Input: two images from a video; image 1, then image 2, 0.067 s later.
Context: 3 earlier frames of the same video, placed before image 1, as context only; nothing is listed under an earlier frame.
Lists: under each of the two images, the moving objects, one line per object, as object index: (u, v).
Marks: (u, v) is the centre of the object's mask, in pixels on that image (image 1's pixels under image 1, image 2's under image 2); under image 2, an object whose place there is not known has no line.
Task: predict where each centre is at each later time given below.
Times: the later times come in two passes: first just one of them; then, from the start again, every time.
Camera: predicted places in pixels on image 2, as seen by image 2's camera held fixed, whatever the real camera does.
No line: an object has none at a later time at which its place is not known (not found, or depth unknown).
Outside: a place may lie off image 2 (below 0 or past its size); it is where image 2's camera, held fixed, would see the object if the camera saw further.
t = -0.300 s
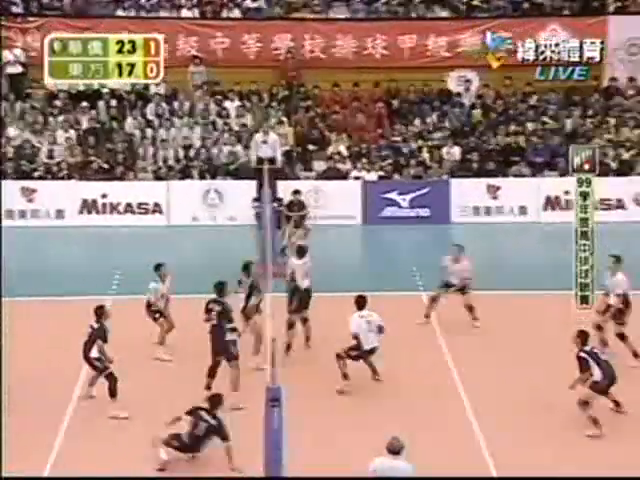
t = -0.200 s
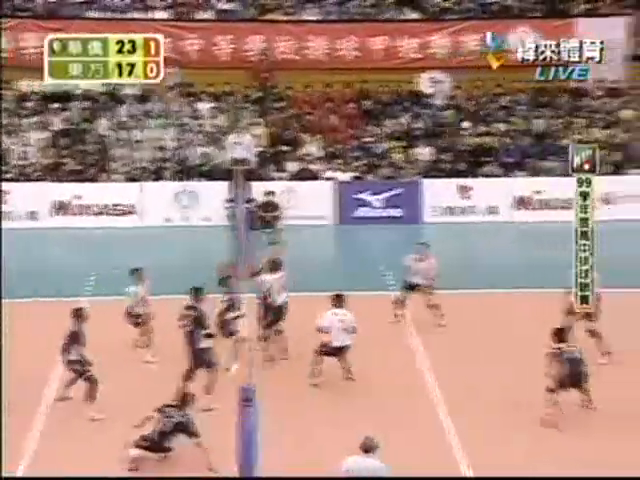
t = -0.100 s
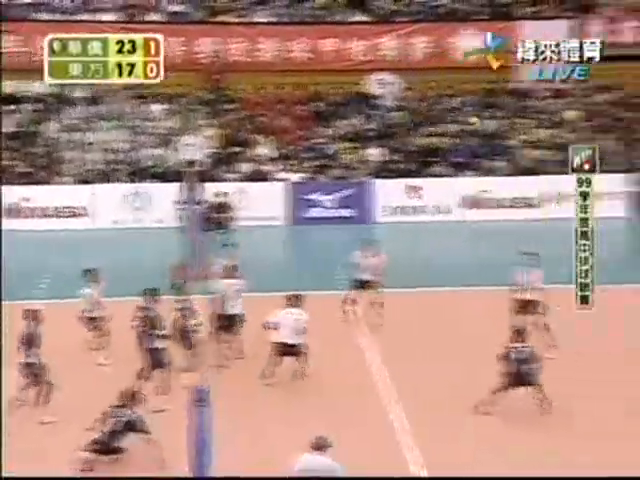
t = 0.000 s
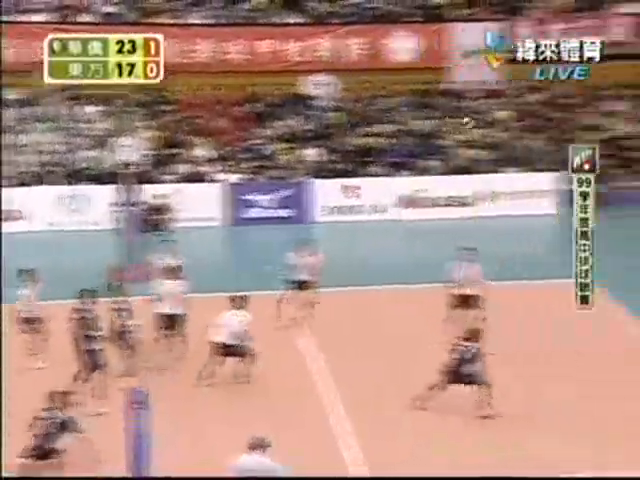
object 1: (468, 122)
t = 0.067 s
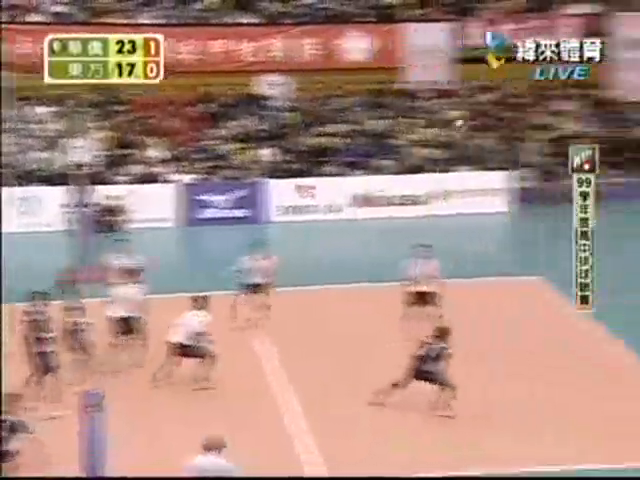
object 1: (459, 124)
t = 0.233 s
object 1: (557, 145)
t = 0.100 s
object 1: (479, 127)
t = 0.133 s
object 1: (498, 130)
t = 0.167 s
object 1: (517, 135)
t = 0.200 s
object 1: (538, 138)
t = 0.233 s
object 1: (557, 145)
